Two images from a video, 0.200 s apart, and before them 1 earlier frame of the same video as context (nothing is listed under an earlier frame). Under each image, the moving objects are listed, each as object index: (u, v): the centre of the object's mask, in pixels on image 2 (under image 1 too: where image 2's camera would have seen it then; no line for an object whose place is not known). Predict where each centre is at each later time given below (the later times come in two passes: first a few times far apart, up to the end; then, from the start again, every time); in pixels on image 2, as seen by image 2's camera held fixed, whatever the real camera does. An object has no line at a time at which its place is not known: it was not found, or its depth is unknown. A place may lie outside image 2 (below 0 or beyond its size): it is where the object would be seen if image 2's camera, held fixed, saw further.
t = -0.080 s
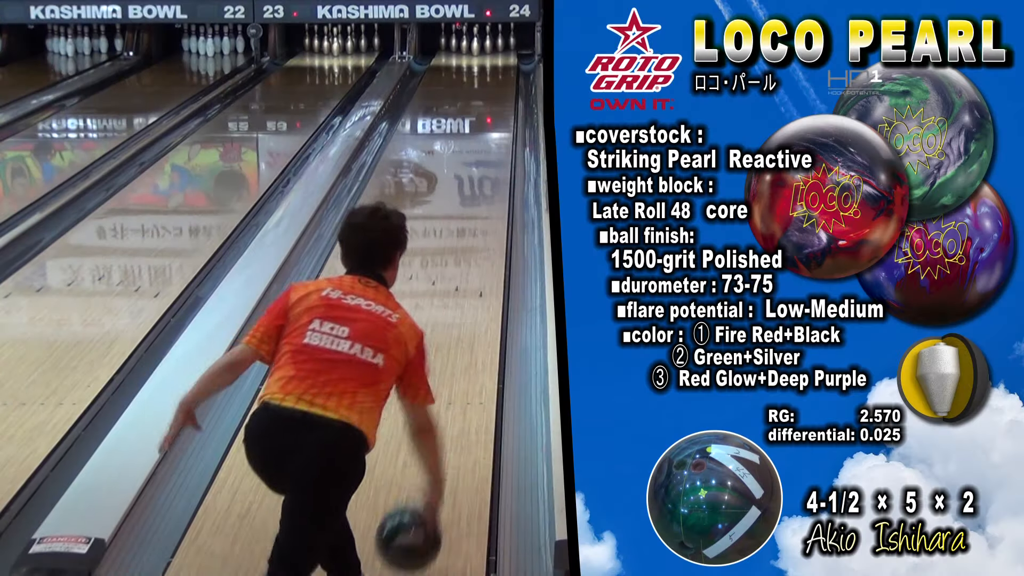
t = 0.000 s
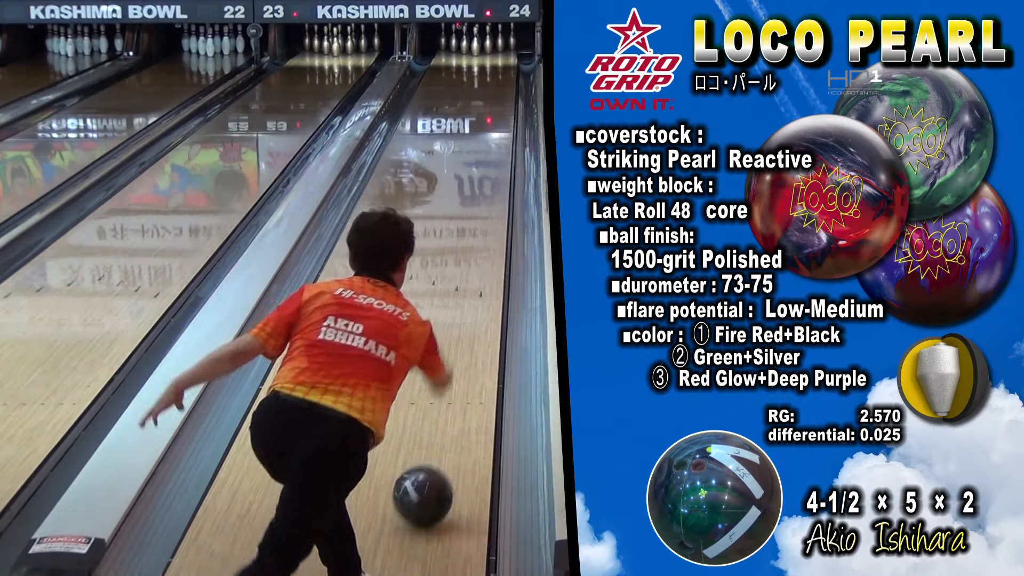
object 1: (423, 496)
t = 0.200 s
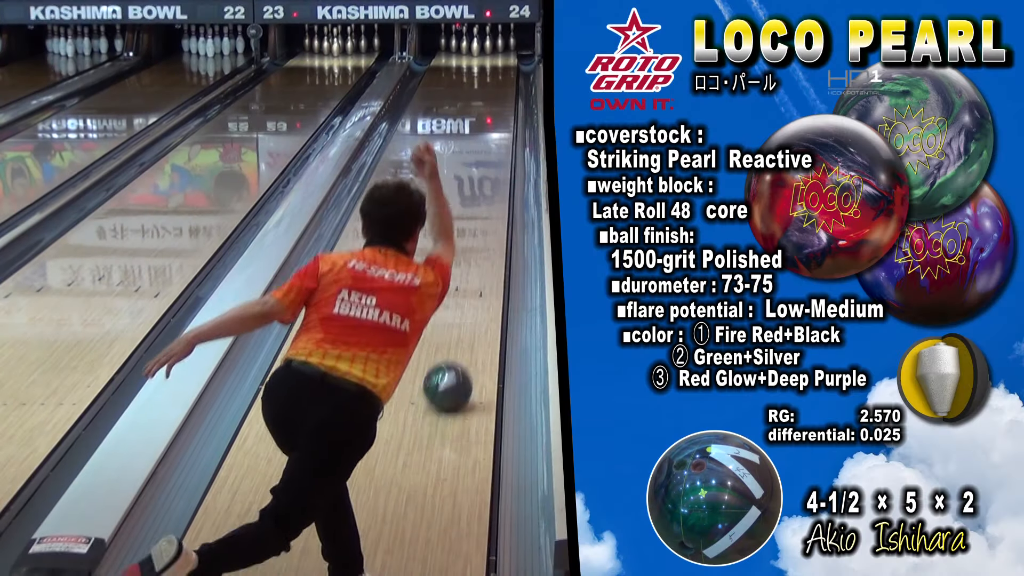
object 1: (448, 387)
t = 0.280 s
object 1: (455, 353)
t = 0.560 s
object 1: (479, 266)
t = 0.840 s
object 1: (486, 203)
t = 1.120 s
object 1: (493, 159)
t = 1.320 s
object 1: (497, 134)
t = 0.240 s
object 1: (451, 371)
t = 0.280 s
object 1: (455, 353)
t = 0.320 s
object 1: (458, 339)
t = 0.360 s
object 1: (461, 323)
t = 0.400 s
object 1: (464, 310)
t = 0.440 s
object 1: (467, 298)
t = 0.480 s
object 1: (471, 285)
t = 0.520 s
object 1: (475, 276)
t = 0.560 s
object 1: (479, 266)
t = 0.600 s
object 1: (483, 254)
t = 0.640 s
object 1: (484, 243)
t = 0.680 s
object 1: (486, 235)
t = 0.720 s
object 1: (483, 222)
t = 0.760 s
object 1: (483, 217)
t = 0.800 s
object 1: (484, 210)
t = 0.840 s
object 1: (486, 203)
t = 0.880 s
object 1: (487, 195)
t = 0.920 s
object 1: (488, 189)
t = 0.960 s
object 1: (489, 182)
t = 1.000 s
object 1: (490, 176)
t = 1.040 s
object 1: (491, 170)
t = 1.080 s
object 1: (492, 164)
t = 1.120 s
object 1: (493, 159)
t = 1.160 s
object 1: (494, 153)
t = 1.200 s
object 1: (495, 148)
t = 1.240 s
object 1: (495, 143)
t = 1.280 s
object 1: (496, 138)
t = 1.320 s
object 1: (497, 134)
